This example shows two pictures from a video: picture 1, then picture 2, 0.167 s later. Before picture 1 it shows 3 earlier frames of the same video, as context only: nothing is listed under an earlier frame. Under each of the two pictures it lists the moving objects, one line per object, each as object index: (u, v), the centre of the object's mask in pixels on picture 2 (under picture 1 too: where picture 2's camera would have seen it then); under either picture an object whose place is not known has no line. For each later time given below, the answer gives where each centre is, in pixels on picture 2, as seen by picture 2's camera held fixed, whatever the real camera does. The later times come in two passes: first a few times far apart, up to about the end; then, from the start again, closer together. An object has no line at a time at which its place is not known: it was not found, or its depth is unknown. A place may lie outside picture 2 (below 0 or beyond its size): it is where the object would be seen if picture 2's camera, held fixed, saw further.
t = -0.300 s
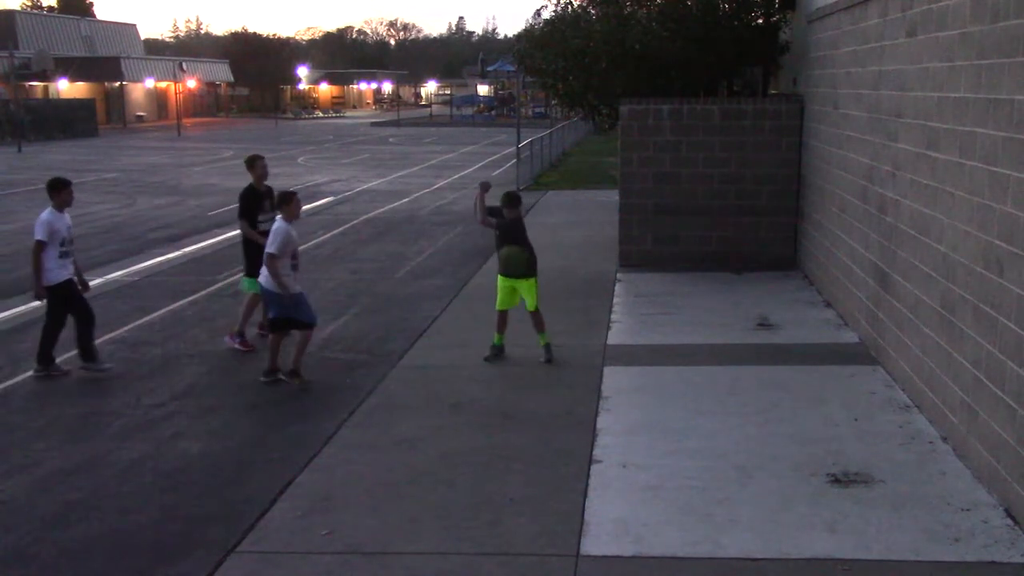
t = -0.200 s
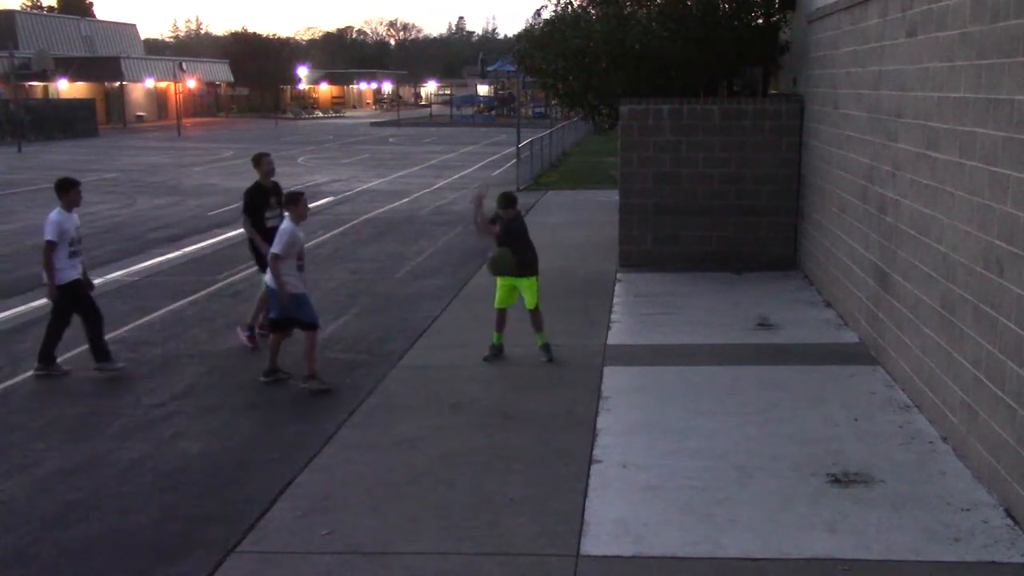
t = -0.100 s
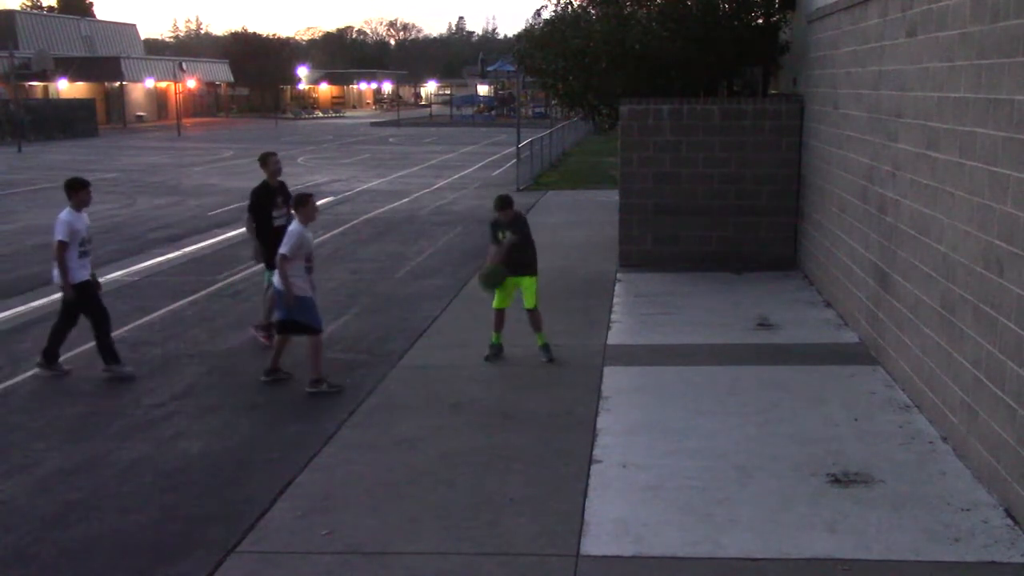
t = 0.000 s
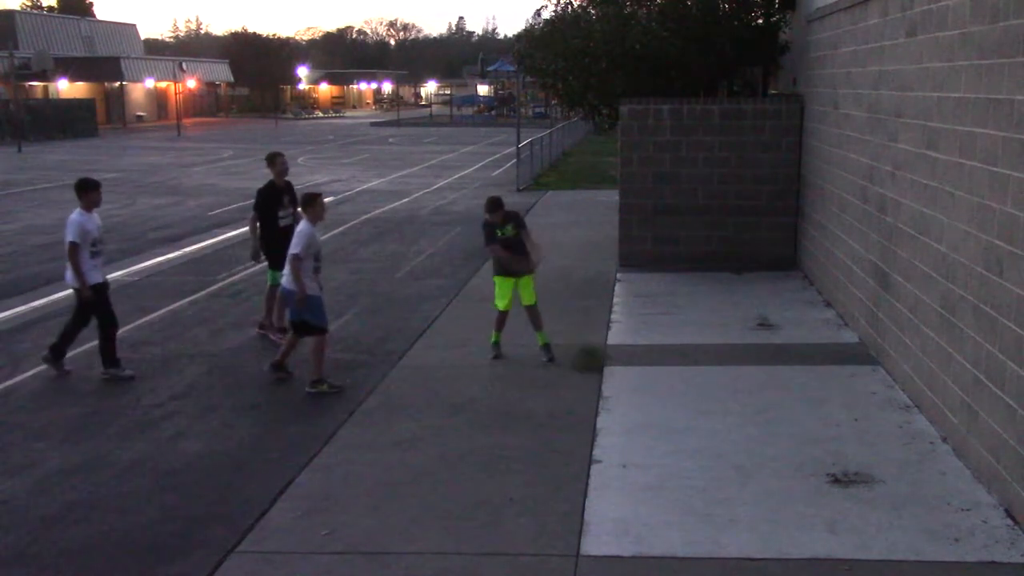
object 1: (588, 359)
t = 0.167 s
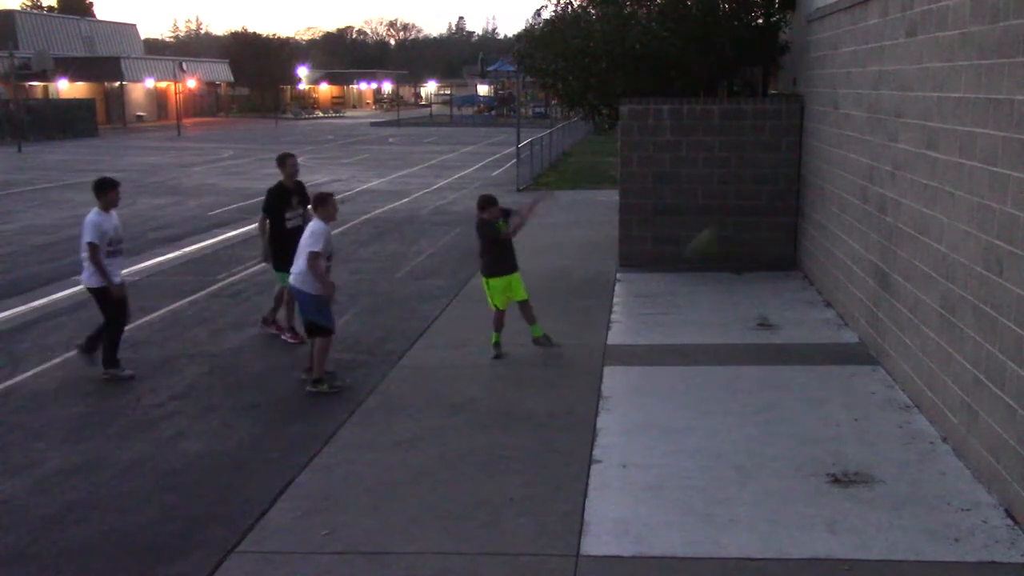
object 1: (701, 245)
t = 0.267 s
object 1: (782, 189)
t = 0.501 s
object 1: (838, 102)
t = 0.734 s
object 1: (703, 71)
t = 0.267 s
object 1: (782, 189)
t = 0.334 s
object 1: (841, 161)
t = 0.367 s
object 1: (867, 150)
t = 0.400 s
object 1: (890, 137)
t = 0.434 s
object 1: (876, 124)
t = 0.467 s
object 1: (856, 112)
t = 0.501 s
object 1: (838, 102)
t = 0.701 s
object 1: (722, 72)
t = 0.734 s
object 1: (703, 71)
